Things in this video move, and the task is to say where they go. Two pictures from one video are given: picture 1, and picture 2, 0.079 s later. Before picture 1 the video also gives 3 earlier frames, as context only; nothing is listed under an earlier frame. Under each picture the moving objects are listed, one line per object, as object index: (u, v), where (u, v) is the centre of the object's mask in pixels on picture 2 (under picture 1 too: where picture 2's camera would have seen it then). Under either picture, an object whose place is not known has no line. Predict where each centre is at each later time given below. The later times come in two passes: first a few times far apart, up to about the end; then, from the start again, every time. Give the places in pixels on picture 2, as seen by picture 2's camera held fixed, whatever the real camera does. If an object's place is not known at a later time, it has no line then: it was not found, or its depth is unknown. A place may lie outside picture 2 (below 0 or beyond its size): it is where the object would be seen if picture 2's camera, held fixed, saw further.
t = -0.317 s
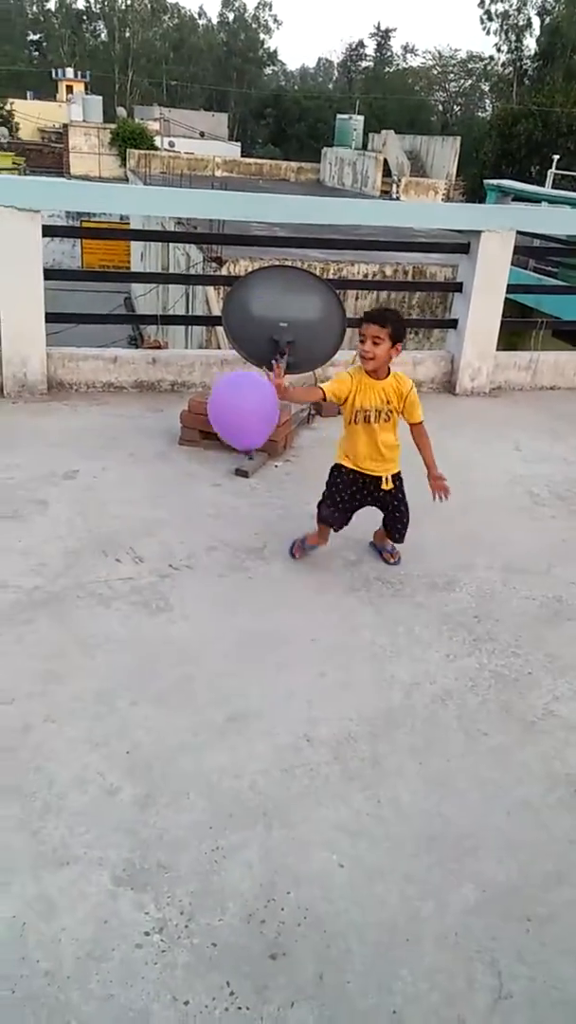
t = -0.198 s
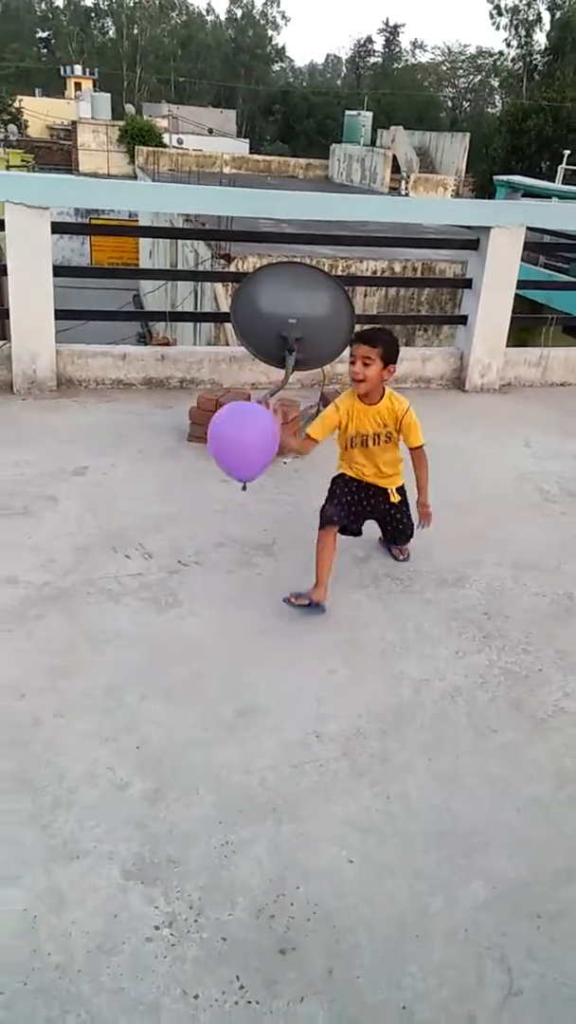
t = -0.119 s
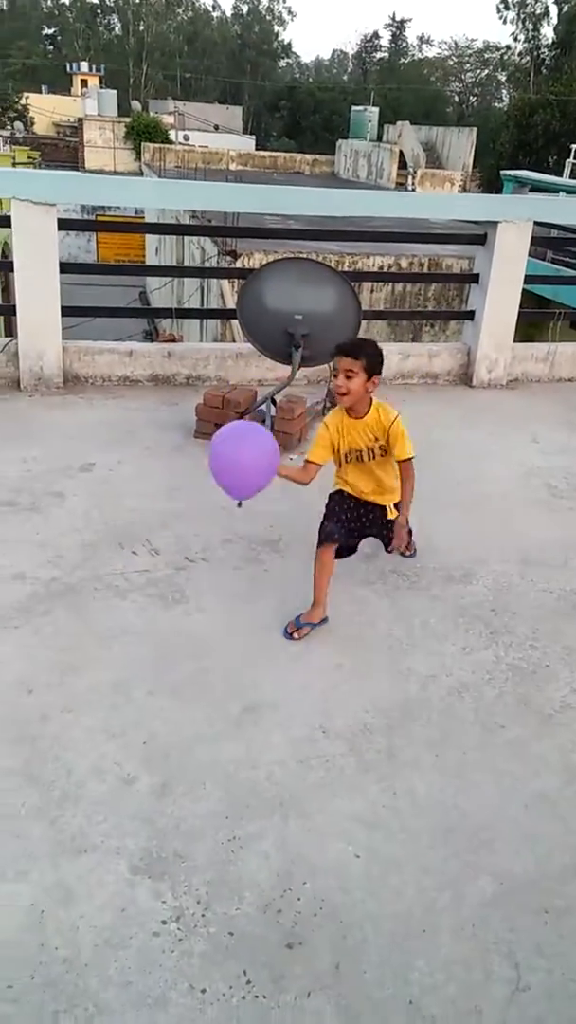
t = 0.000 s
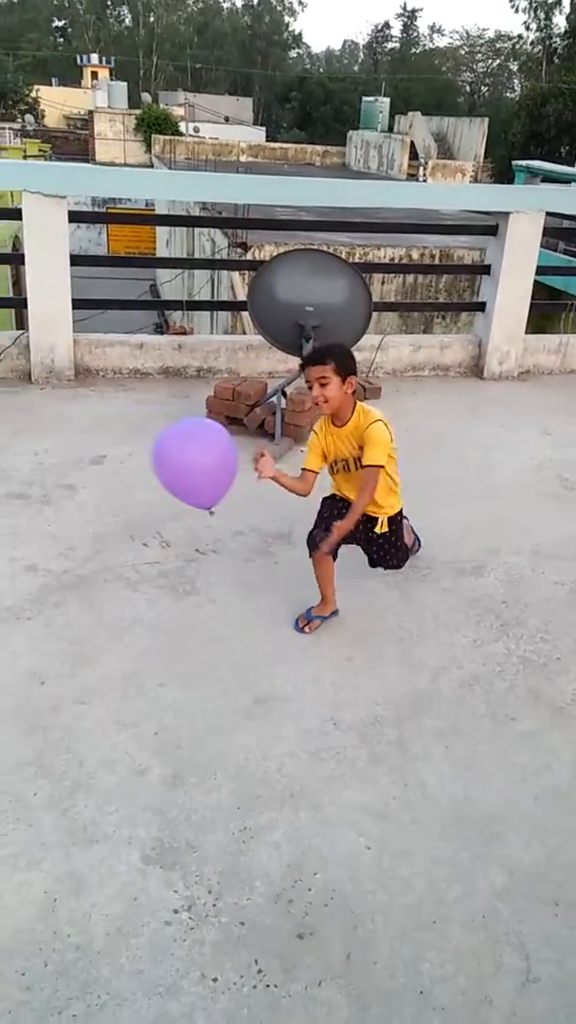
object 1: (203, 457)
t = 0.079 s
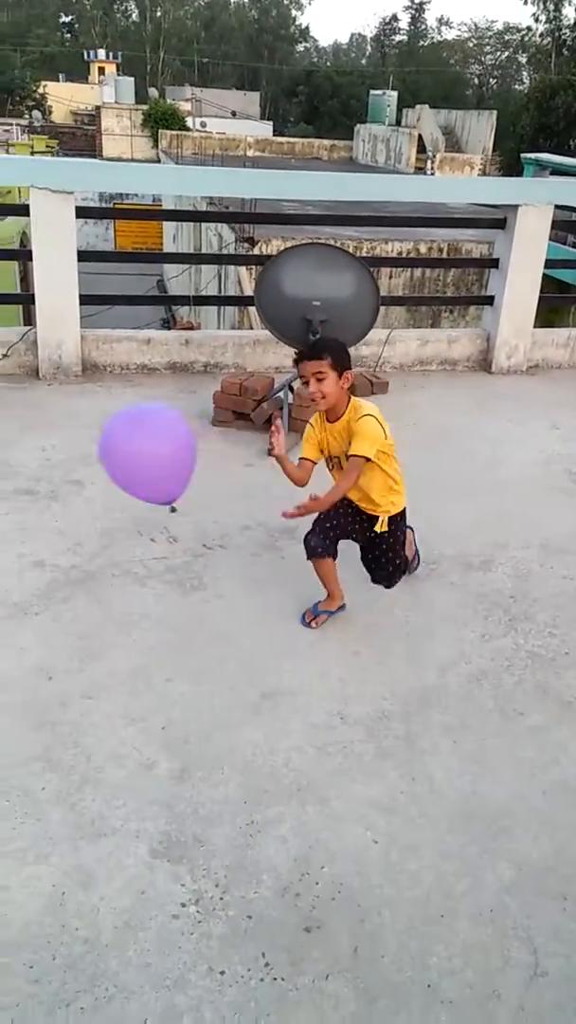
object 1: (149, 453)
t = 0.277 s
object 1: (28, 420)
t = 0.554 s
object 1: (-78, 391)
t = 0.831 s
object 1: (-156, 436)
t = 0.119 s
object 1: (121, 448)
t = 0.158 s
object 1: (95, 442)
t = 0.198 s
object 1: (70, 434)
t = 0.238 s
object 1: (48, 427)
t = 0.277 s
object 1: (28, 420)
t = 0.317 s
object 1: (10, 413)
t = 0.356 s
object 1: (-7, 407)
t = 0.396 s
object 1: (-23, 401)
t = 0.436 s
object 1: (-37, 396)
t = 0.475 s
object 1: (-52, 393)
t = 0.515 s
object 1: (-64, 391)
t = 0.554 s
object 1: (-78, 391)
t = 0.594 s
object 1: (-92, 392)
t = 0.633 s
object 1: (-105, 396)
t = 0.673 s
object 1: (-118, 401)
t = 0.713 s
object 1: (-129, 408)
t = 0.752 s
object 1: (-138, 416)
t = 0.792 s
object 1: (-146, 425)
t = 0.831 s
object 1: (-156, 436)
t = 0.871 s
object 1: (-164, 447)
